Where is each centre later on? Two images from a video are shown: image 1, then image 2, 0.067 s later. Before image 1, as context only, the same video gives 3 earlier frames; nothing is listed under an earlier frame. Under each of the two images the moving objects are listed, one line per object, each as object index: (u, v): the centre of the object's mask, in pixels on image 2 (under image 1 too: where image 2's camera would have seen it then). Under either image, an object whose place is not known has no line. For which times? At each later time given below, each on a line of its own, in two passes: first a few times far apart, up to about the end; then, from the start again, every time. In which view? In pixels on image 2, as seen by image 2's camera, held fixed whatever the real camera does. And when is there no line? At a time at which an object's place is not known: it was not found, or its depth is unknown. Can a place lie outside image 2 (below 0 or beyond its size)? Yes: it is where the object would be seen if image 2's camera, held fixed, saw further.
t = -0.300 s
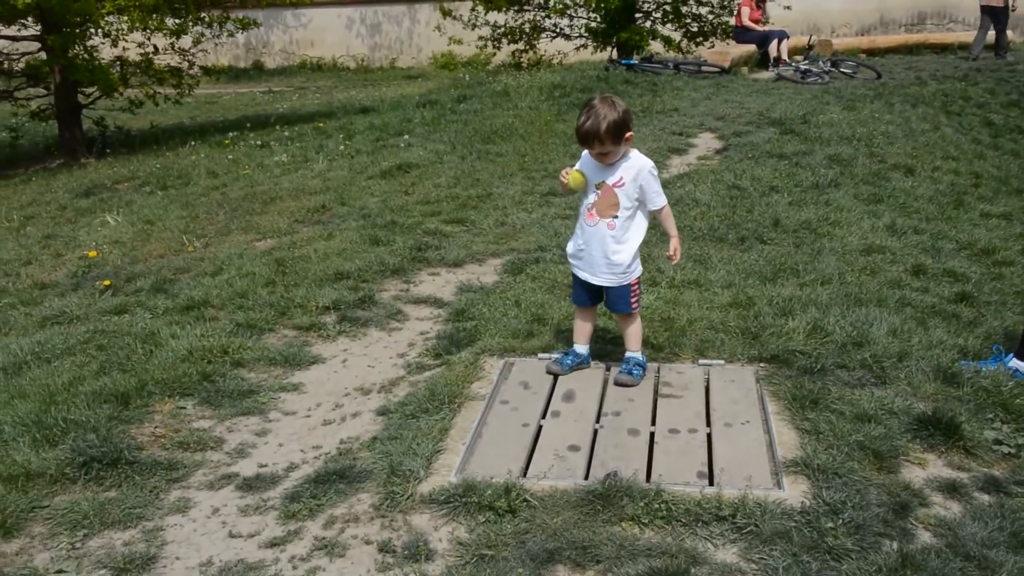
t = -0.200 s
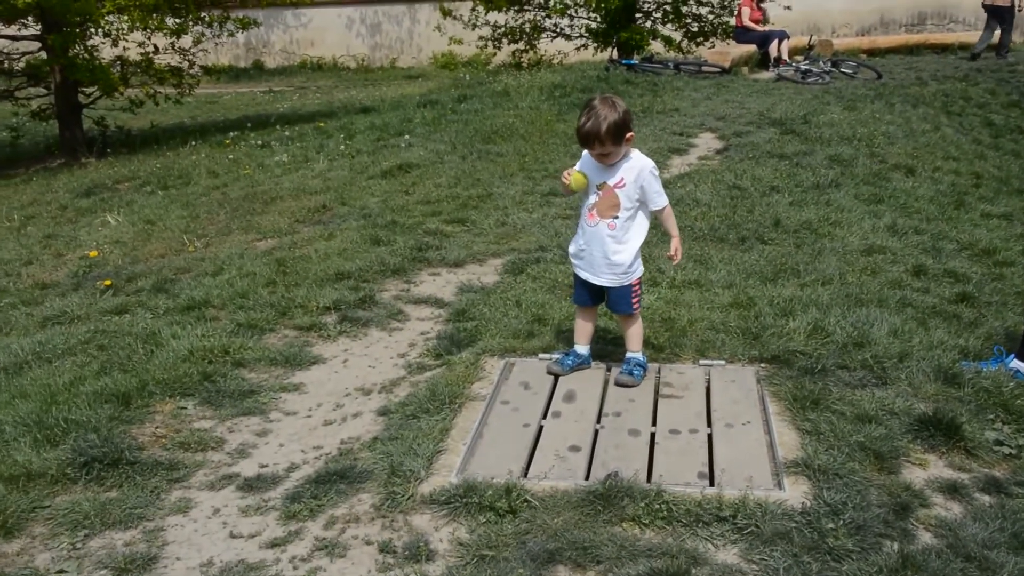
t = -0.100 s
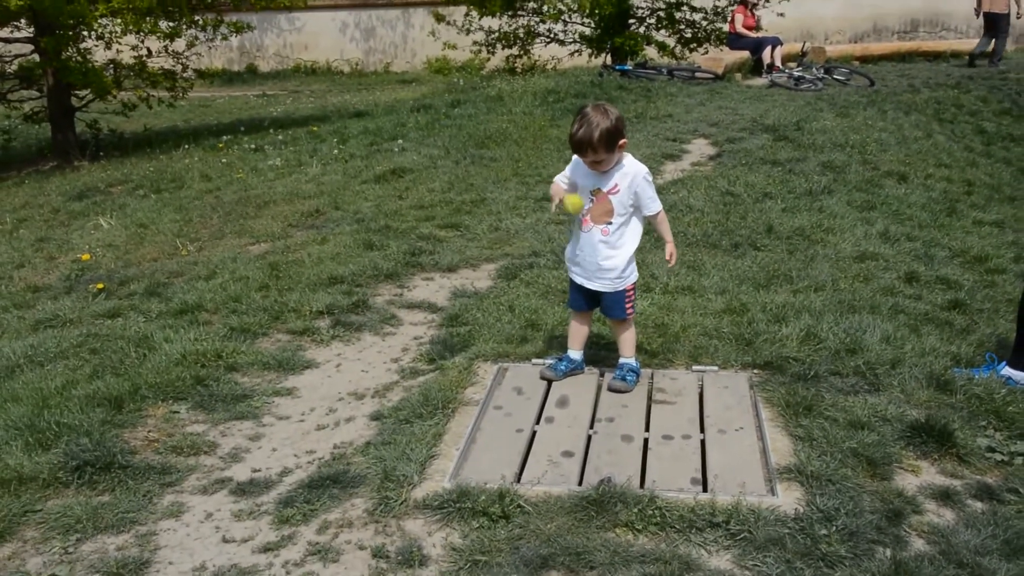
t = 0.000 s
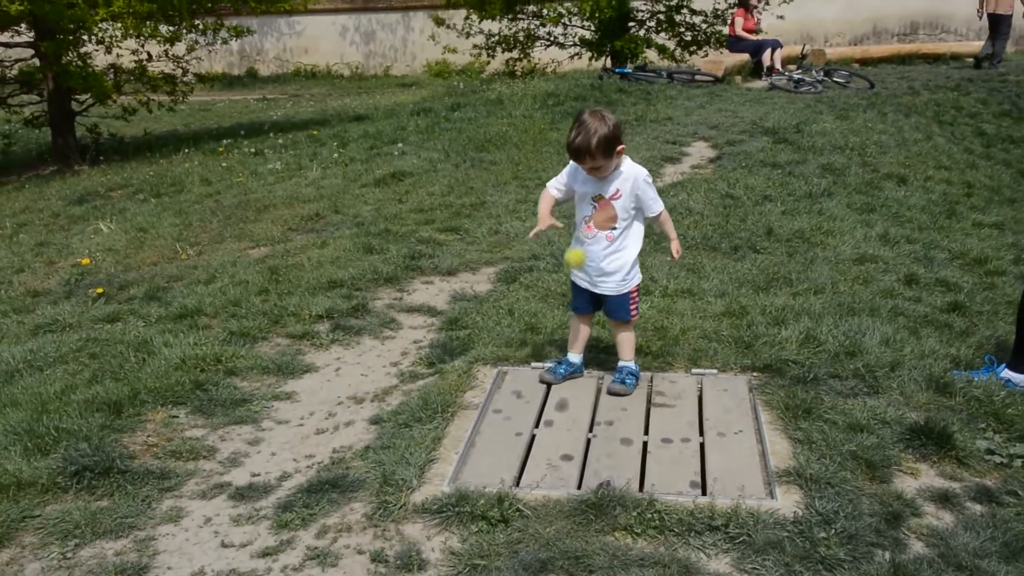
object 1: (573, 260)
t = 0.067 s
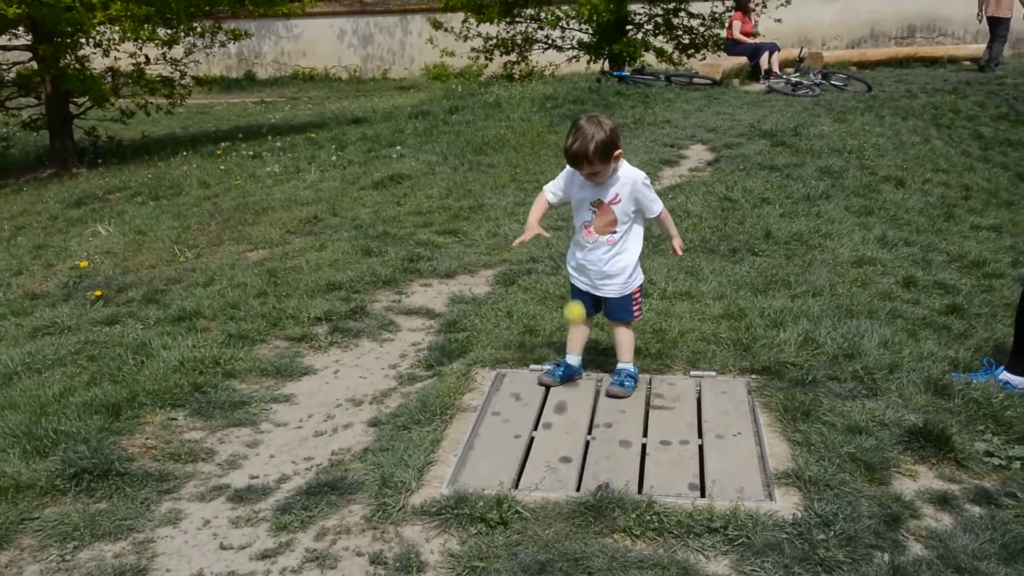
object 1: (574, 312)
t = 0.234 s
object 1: (575, 353)
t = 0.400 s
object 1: (573, 321)
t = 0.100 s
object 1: (576, 345)
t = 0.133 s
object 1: (575, 379)
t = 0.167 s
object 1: (576, 386)
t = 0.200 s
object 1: (576, 369)
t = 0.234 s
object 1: (575, 353)
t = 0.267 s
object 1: (575, 340)
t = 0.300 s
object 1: (574, 330)
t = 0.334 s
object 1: (574, 323)
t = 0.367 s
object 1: (573, 320)
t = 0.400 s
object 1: (573, 321)
